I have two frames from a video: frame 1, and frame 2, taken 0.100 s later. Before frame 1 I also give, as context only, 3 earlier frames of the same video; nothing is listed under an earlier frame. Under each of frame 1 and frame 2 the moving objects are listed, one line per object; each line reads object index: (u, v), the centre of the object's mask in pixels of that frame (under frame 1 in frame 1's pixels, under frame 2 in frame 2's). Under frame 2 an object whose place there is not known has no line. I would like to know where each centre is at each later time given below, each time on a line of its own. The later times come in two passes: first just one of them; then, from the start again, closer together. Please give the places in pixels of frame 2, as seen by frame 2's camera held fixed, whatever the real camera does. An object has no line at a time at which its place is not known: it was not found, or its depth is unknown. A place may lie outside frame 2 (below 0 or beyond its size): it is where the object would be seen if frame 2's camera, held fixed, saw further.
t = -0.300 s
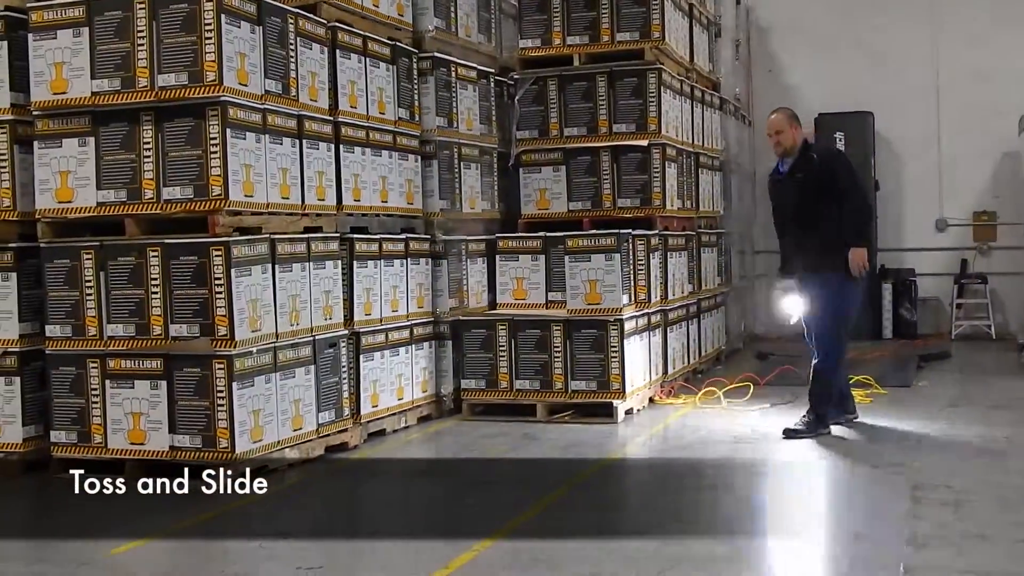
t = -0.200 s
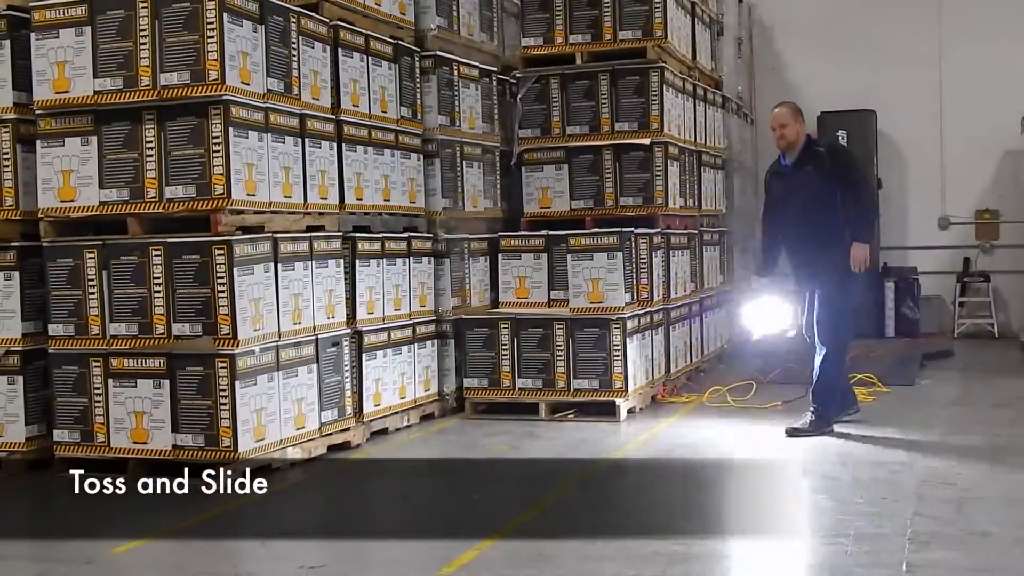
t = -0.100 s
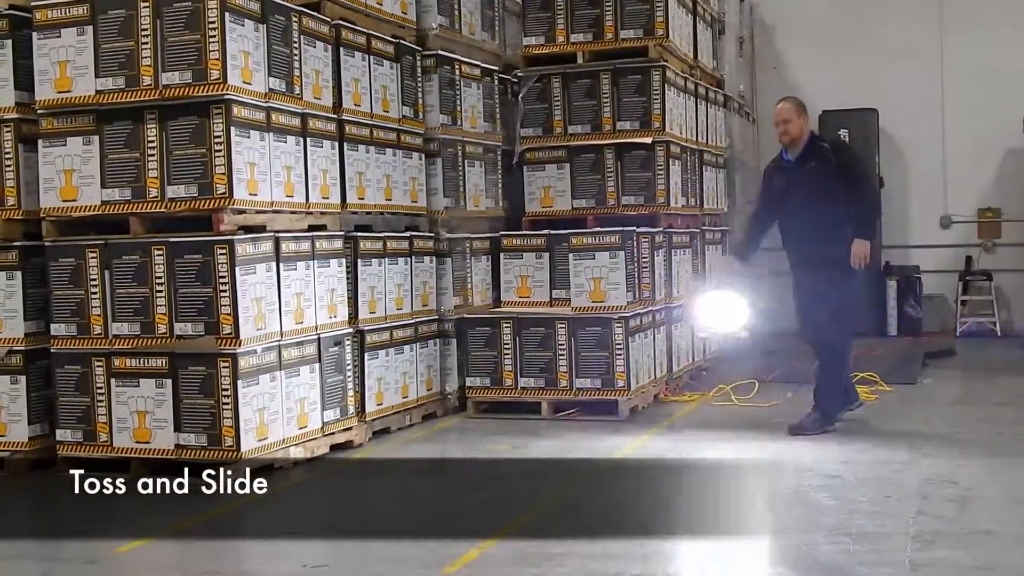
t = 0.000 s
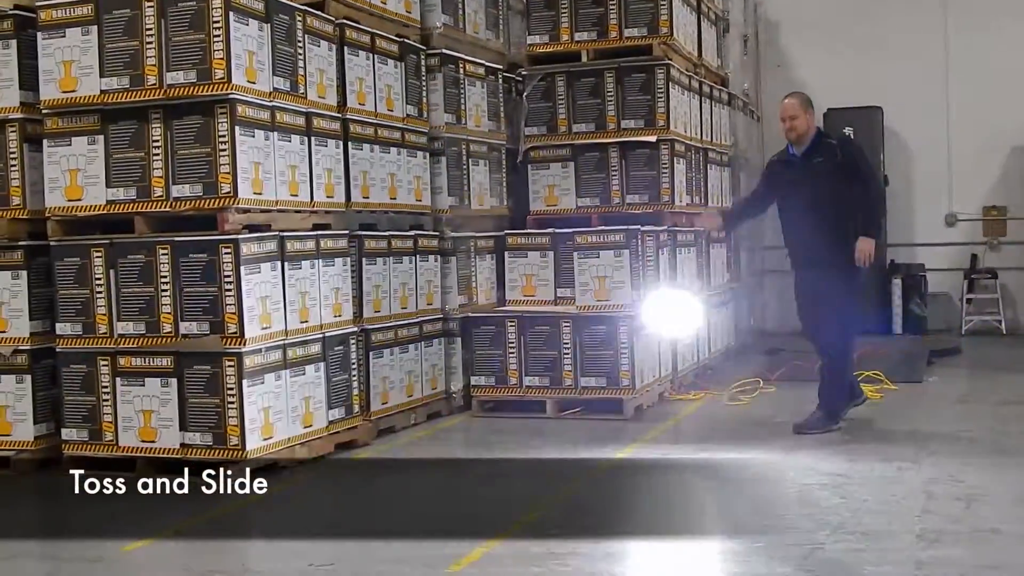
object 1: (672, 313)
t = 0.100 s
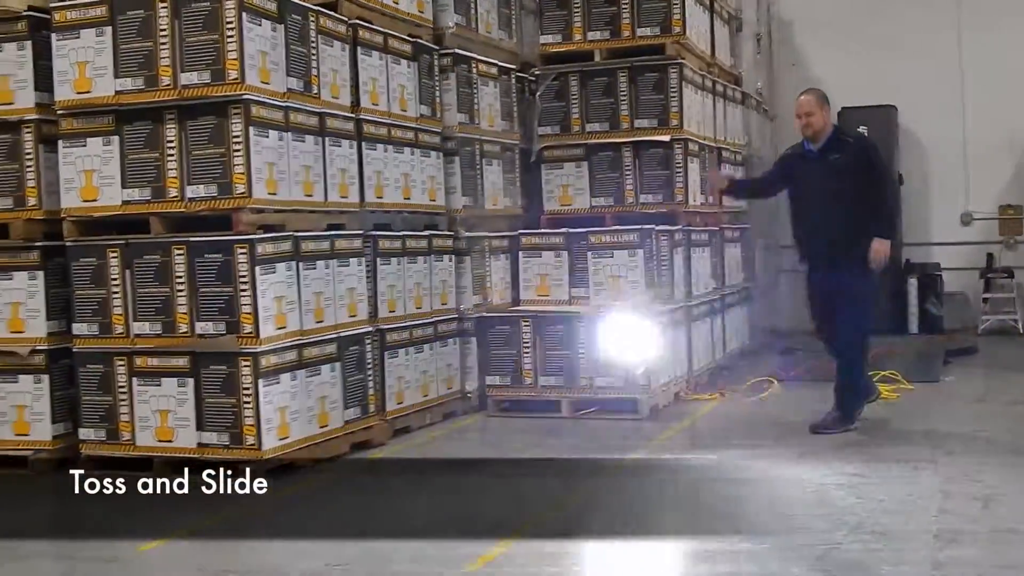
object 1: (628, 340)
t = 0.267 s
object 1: (518, 439)
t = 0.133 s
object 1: (607, 356)
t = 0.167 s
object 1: (587, 371)
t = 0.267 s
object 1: (518, 439)
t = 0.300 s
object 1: (496, 453)
